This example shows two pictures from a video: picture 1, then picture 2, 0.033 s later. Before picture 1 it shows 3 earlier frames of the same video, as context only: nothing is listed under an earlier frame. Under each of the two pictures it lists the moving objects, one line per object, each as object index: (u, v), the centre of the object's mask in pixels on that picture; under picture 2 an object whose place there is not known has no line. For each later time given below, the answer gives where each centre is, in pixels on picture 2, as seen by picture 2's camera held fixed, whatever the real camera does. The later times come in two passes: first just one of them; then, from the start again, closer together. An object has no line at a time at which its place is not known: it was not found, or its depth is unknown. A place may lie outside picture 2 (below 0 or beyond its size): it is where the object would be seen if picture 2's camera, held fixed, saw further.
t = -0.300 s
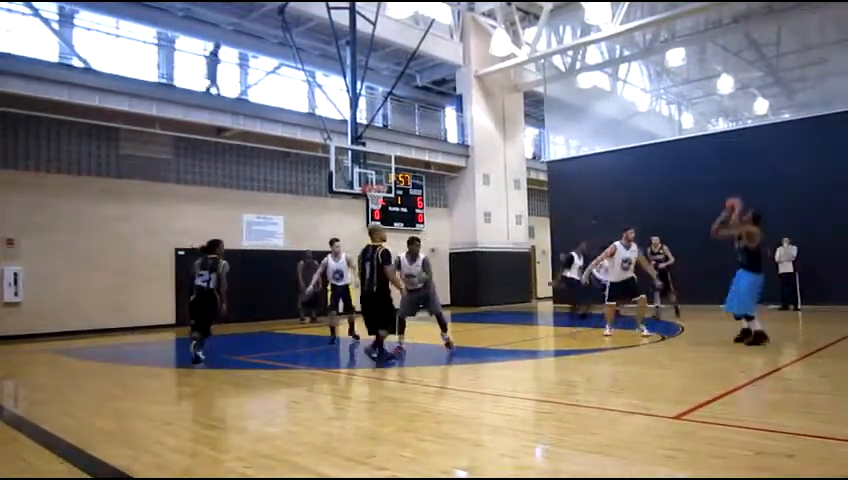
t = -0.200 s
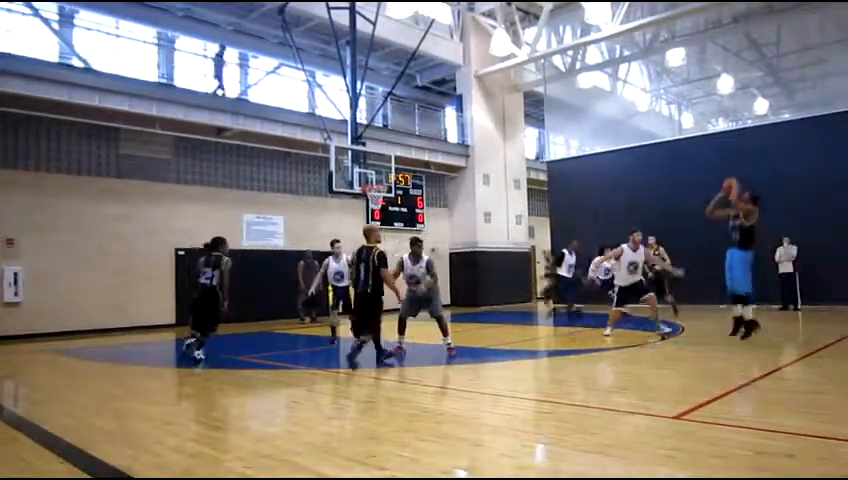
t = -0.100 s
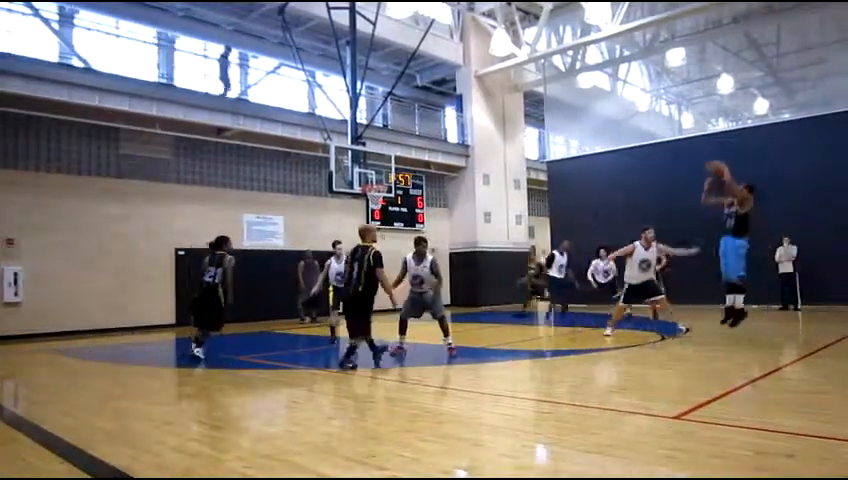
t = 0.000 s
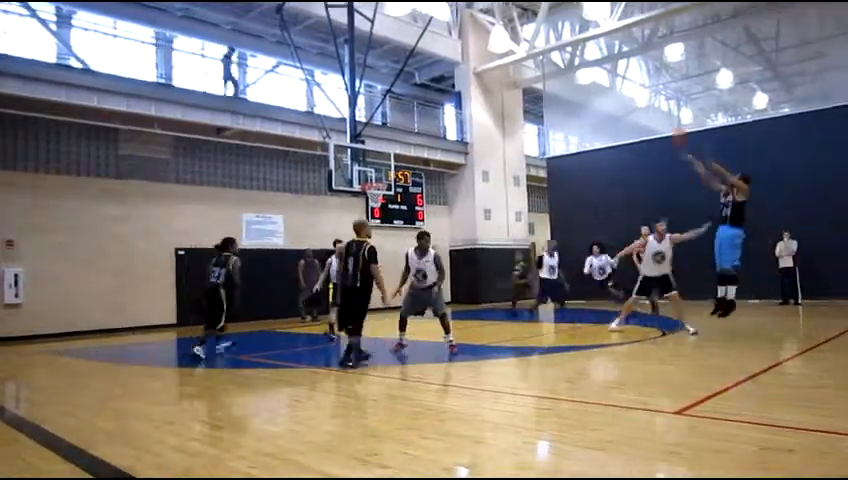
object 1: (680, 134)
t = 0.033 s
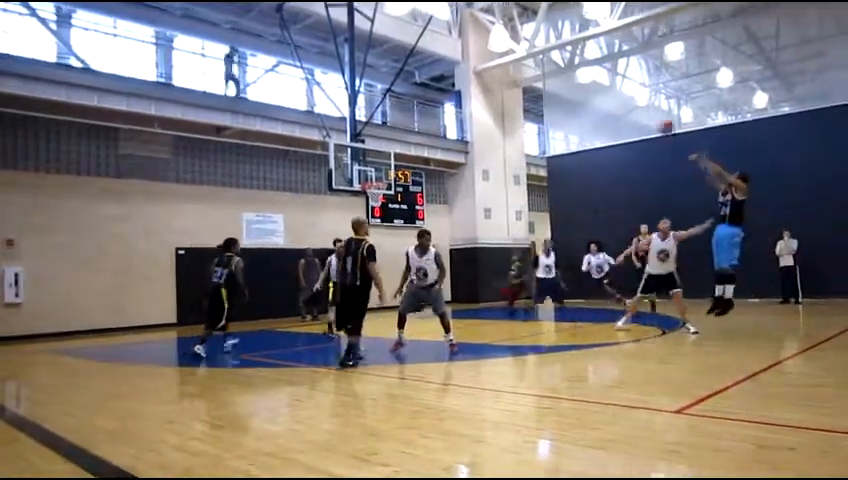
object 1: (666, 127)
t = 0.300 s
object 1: (565, 88)
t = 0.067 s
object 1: (651, 119)
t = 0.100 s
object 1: (638, 112)
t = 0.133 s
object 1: (625, 105)
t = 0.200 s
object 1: (600, 97)
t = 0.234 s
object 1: (587, 92)
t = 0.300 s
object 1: (565, 88)
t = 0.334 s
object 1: (554, 87)
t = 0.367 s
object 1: (543, 86)
